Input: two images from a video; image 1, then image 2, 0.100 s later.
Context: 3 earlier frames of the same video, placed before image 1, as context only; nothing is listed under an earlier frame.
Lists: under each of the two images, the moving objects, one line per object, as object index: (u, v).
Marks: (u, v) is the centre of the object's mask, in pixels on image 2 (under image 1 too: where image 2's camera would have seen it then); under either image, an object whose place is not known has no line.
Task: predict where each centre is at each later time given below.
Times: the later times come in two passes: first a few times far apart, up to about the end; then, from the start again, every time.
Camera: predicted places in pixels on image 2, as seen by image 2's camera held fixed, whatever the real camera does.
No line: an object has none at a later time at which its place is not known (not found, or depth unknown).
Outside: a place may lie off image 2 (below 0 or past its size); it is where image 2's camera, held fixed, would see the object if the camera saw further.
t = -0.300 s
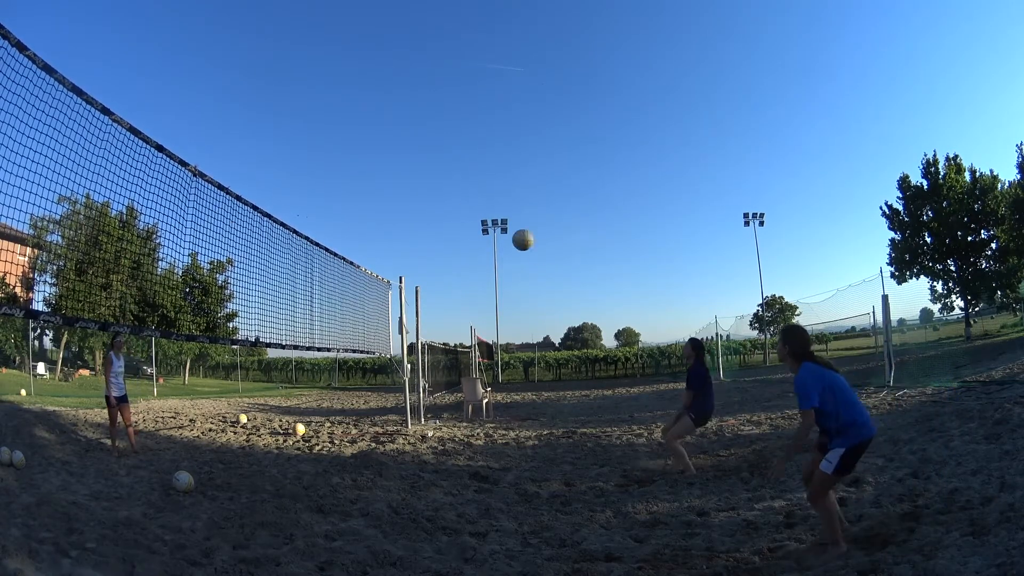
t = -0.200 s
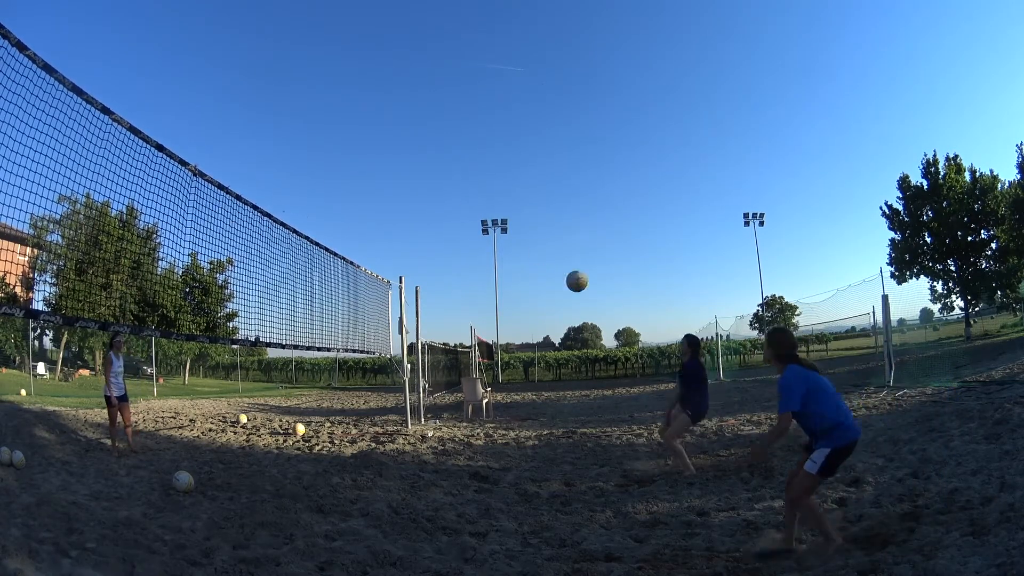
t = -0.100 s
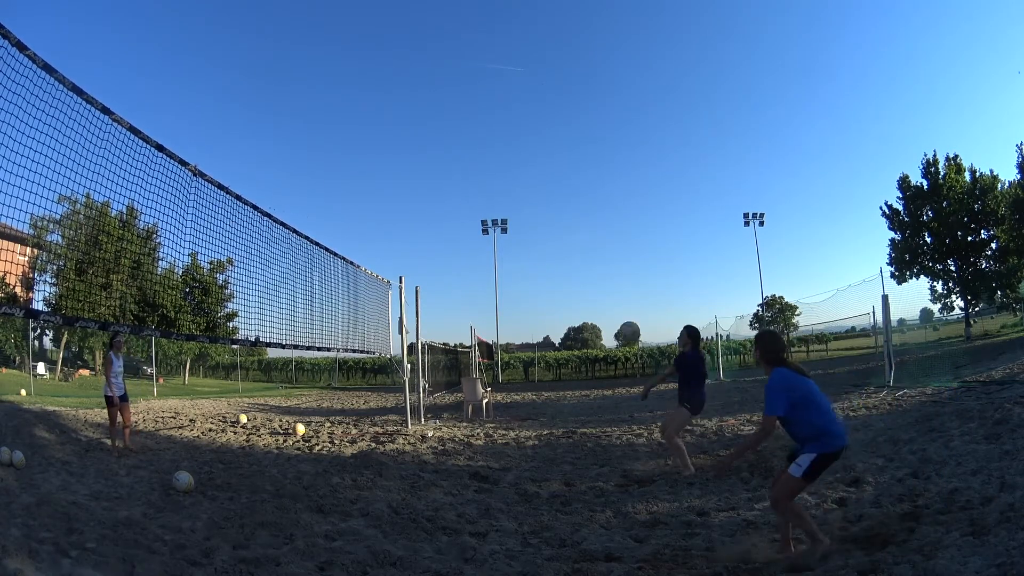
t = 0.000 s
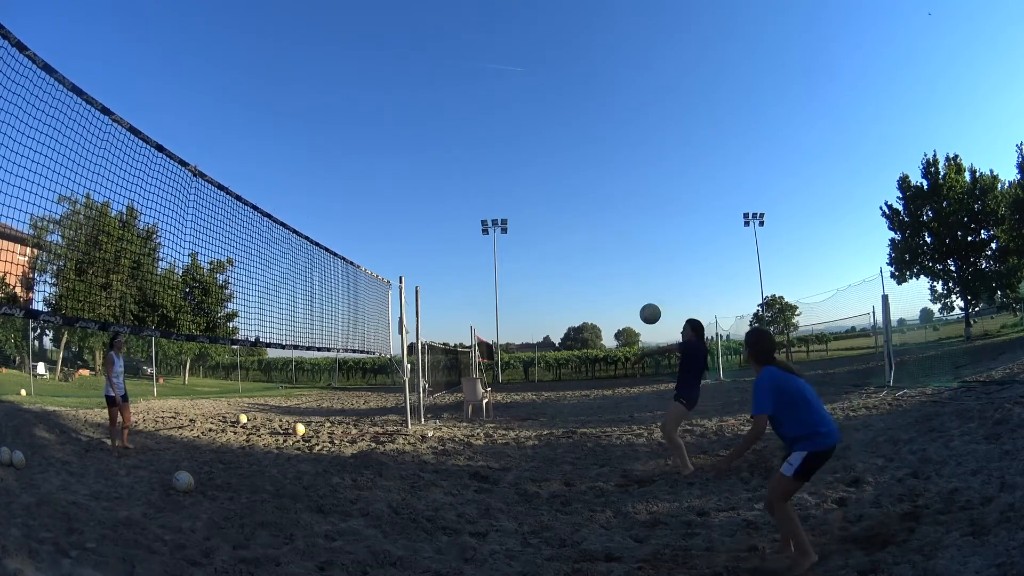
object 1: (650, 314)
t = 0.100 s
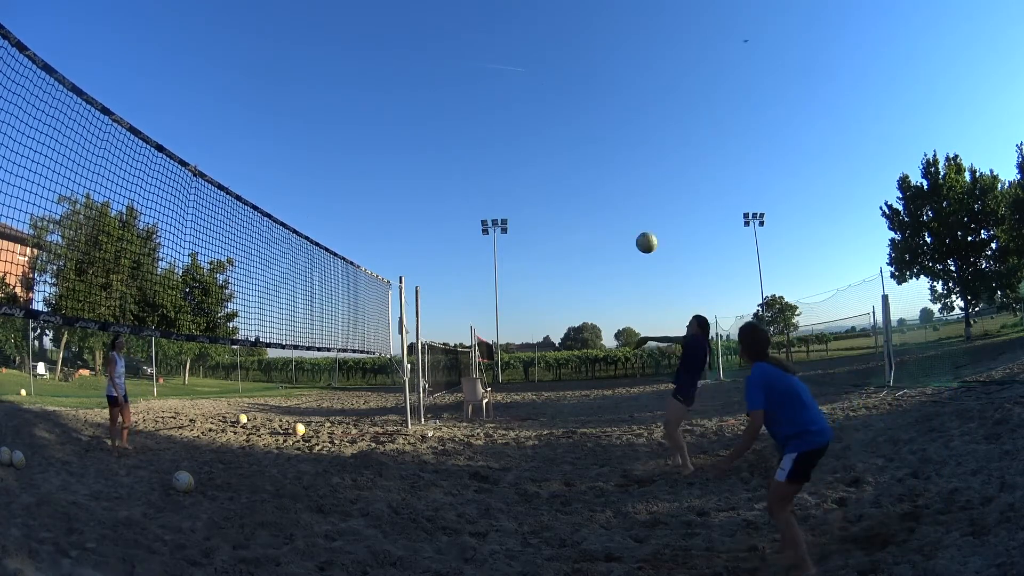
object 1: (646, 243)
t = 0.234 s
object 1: (641, 164)
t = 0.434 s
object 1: (637, 83)
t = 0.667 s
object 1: (638, 32)
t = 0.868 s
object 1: (645, 19)
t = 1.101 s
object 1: (663, 42)
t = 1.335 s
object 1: (698, 129)
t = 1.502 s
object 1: (730, 259)
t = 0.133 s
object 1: (645, 221)
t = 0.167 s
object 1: (643, 201)
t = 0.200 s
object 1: (642, 181)
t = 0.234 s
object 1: (641, 164)
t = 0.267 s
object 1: (640, 147)
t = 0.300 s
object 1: (639, 132)
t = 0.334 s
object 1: (639, 118)
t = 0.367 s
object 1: (638, 105)
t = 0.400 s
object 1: (638, 93)
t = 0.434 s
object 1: (637, 83)
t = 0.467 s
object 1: (637, 73)
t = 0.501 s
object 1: (637, 64)
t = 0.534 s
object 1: (637, 56)
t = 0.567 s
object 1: (637, 49)
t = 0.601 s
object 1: (637, 43)
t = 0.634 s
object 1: (637, 37)
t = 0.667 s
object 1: (638, 32)
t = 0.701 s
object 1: (639, 28)
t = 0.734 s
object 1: (640, 25)
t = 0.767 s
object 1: (641, 22)
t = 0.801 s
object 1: (642, 21)
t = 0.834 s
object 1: (643, 19)
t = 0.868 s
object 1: (645, 19)
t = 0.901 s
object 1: (647, 20)
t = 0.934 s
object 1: (649, 21)
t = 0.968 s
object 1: (651, 23)
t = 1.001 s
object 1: (654, 27)
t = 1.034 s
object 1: (657, 31)
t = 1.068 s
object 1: (660, 36)
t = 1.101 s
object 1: (663, 42)
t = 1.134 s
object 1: (667, 50)
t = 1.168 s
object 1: (671, 59)
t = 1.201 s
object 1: (676, 69)
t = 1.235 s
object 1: (681, 81)
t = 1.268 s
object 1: (686, 95)
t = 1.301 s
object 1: (692, 111)
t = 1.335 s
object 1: (698, 129)
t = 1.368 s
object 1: (704, 149)
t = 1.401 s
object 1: (710, 172)
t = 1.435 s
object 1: (717, 198)
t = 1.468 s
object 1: (723, 227)
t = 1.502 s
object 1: (730, 259)
